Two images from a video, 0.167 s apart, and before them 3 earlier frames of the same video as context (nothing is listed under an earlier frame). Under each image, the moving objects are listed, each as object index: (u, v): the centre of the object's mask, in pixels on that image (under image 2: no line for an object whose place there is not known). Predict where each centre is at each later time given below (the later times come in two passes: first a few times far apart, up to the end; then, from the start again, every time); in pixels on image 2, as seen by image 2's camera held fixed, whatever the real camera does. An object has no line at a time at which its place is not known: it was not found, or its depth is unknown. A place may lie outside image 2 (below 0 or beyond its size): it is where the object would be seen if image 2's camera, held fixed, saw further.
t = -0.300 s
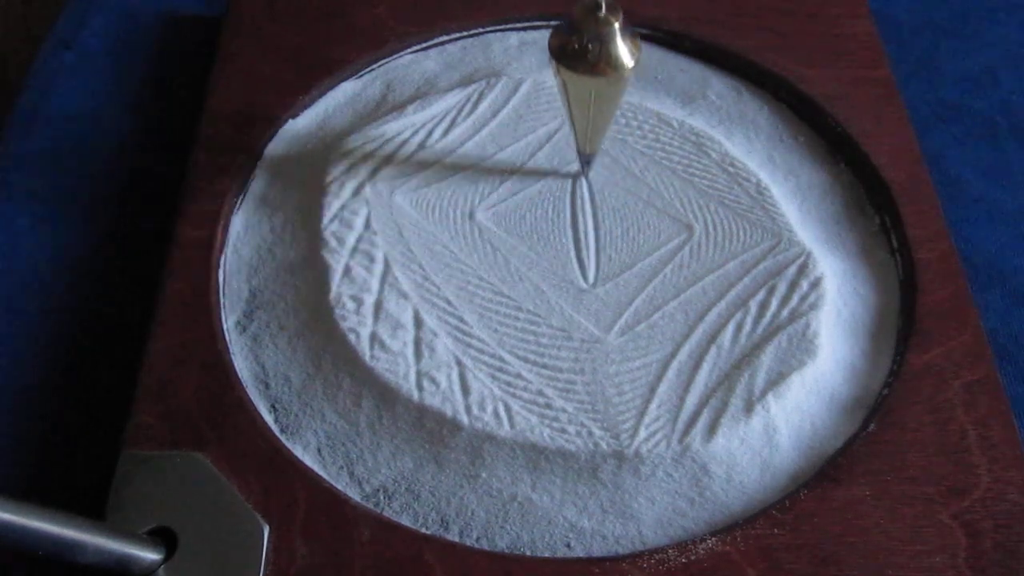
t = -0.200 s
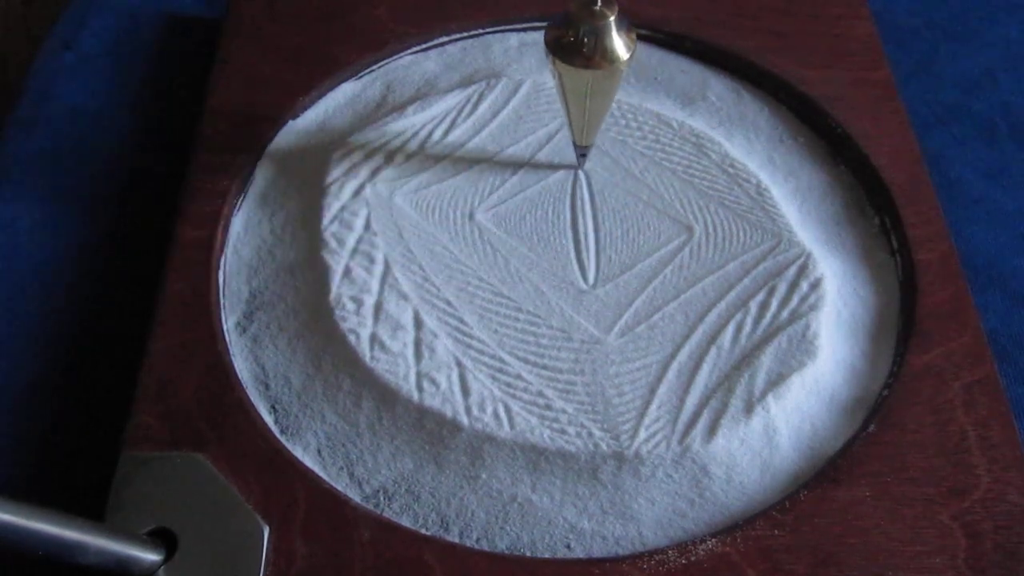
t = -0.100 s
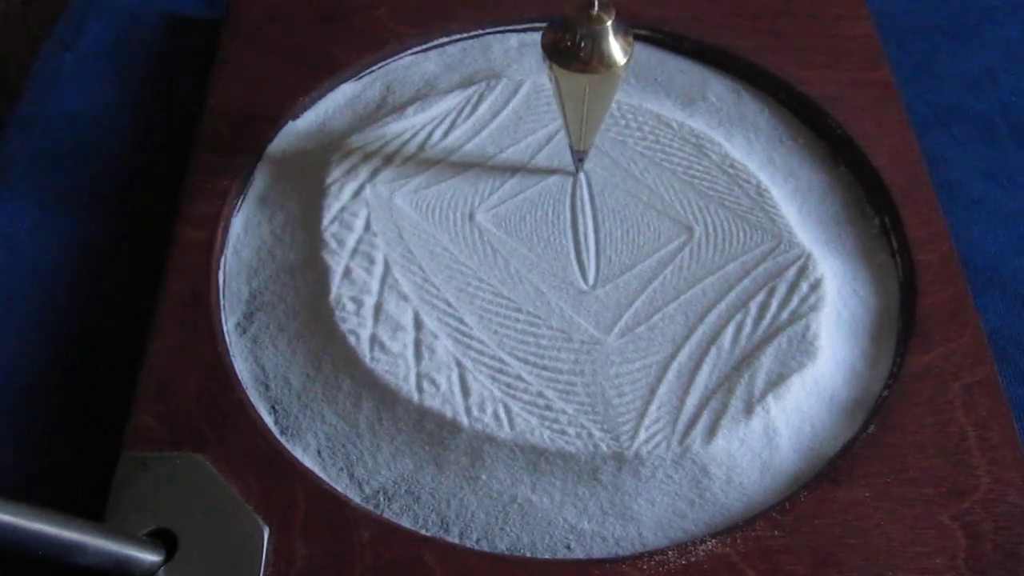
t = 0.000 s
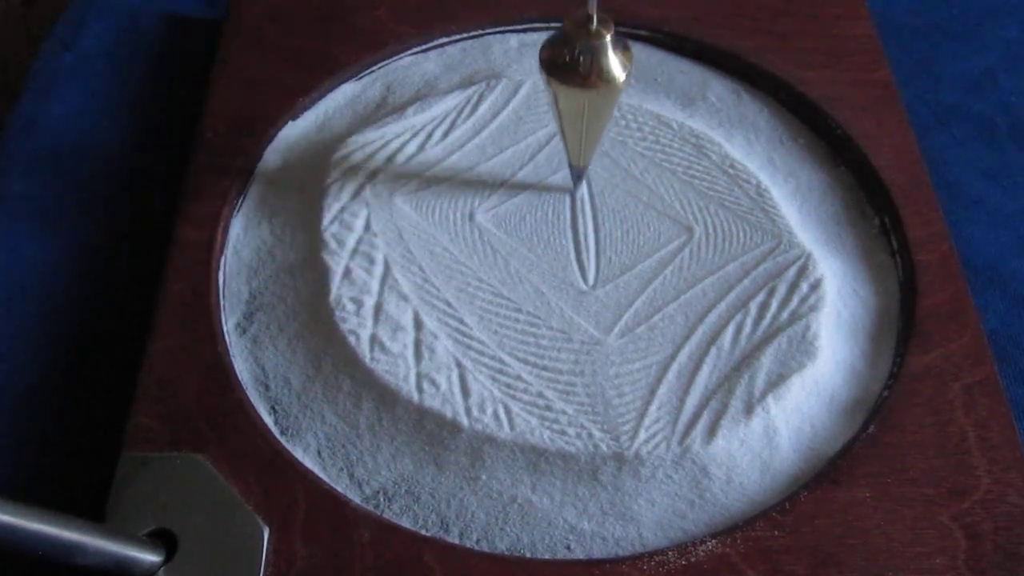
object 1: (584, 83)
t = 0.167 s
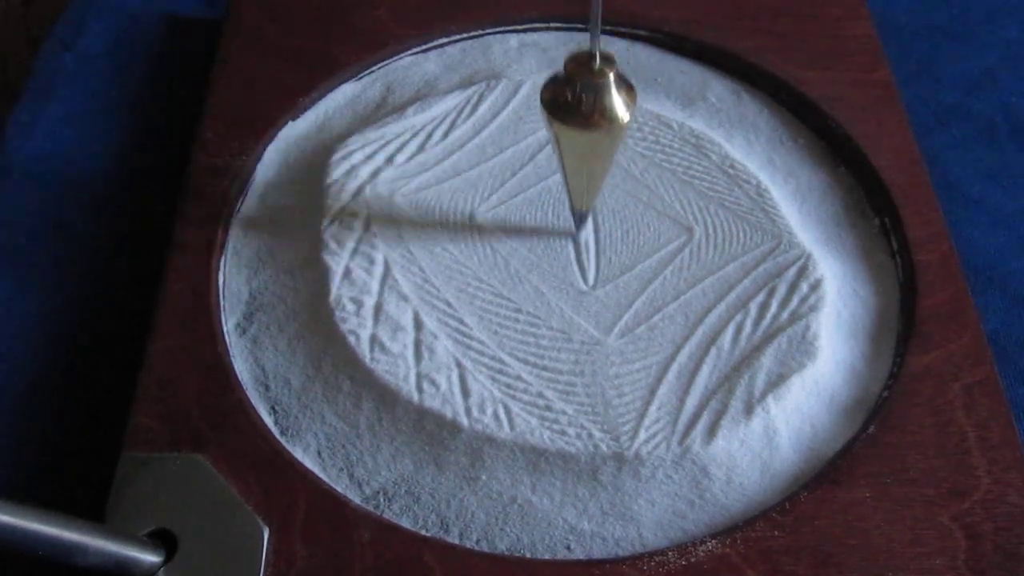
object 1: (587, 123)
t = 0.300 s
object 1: (592, 155)
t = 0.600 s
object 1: (599, 163)
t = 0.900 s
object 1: (592, 107)
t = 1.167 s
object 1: (588, 67)
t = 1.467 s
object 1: (592, 123)
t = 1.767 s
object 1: (598, 172)
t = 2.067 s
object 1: (591, 127)
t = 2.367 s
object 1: (587, 68)
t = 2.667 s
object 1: (594, 97)
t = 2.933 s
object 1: (600, 160)
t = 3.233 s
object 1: (592, 158)
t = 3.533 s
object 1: (584, 86)
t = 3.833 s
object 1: (593, 72)
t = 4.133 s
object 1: (604, 138)
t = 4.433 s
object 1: (594, 168)
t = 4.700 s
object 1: (581, 117)
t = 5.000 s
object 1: (587, 69)
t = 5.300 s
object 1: (605, 104)
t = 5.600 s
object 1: (603, 166)
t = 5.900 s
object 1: (580, 142)
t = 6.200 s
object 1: (579, 78)
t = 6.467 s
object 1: (600, 80)
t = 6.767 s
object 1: (612, 143)
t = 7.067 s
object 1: (588, 162)
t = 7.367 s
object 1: (571, 103)
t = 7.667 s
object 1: (592, 71)
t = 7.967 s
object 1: (616, 119)
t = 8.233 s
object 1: (603, 163)
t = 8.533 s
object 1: (570, 134)
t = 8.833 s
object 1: (577, 76)
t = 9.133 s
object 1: (613, 90)
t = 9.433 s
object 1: (615, 151)
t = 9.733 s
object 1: (576, 151)
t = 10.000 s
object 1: (563, 98)
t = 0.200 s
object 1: (588, 132)
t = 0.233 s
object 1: (589, 140)
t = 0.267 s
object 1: (590, 147)
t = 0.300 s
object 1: (592, 155)
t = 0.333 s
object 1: (593, 161)
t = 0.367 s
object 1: (594, 166)
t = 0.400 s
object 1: (596, 169)
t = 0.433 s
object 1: (597, 171)
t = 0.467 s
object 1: (598, 172)
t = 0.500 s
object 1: (598, 172)
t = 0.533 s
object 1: (599, 170)
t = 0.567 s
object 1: (599, 167)
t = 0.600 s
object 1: (599, 163)
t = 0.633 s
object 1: (599, 159)
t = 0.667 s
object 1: (598, 153)
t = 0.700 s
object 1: (598, 147)
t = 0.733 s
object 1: (597, 141)
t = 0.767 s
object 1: (596, 131)
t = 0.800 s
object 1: (595, 127)
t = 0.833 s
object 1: (594, 120)
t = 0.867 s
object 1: (592, 113)
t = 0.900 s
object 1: (592, 107)
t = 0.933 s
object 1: (591, 102)
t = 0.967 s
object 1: (591, 78)
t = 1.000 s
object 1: (590, 73)
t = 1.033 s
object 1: (589, 69)
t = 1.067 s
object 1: (589, 67)
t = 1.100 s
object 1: (588, 66)
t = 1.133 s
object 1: (588, 66)
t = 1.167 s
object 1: (588, 67)
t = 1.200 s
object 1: (587, 69)
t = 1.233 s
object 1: (587, 71)
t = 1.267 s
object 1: (588, 77)
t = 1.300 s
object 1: (588, 83)
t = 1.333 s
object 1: (589, 90)
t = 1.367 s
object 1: (589, 97)
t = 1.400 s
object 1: (590, 106)
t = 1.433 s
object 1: (591, 114)
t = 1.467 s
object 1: (592, 123)
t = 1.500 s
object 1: (593, 131)
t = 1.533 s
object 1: (594, 139)
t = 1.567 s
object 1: (595, 147)
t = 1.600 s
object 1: (596, 154)
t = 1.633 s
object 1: (597, 160)
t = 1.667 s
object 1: (597, 165)
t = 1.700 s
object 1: (597, 168)
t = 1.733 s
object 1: (598, 171)
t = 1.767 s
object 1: (598, 172)
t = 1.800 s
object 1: (597, 171)
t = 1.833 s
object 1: (597, 169)
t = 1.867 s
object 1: (597, 166)
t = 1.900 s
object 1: (596, 162)
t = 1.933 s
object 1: (595, 156)
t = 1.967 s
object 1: (594, 150)
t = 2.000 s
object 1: (593, 143)
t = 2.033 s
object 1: (592, 136)
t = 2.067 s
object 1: (591, 127)
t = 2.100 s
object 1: (590, 119)
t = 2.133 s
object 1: (589, 112)
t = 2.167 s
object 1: (589, 104)
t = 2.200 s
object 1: (588, 98)
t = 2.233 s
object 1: (587, 94)
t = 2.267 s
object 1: (587, 92)
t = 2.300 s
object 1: (587, 88)
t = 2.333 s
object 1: (587, 80)
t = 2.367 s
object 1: (587, 68)
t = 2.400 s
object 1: (587, 67)
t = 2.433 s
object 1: (588, 67)
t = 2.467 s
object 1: (589, 67)
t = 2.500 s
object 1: (589, 70)
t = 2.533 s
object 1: (590, 72)
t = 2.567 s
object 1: (591, 77)
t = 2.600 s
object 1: (592, 82)
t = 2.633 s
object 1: (593, 89)
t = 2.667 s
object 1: (594, 97)
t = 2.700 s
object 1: (595, 105)
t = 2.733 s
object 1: (597, 113)
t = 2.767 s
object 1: (597, 122)
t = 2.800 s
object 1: (598, 131)
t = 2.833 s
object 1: (599, 139)
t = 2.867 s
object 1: (600, 146)
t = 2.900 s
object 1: (600, 154)
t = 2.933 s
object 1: (600, 160)
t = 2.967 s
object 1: (600, 164)
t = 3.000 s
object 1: (600, 168)
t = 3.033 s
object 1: (599, 170)
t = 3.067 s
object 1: (598, 171)
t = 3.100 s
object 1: (597, 171)
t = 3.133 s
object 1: (596, 169)
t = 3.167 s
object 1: (595, 166)
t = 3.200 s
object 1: (593, 162)
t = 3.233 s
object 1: (592, 158)
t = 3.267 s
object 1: (590, 152)
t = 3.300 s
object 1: (589, 145)
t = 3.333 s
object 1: (588, 138)
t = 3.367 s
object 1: (587, 125)
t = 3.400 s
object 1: (586, 117)
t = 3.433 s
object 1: (585, 108)
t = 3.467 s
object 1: (584, 100)
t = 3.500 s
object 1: (584, 93)
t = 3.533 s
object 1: (584, 86)
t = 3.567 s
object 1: (584, 80)
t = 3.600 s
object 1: (584, 75)
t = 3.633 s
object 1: (585, 71)
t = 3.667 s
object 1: (586, 68)
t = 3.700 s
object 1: (588, 66)
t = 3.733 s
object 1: (589, 66)
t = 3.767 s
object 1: (590, 67)
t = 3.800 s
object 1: (592, 69)
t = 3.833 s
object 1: (593, 72)
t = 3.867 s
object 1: (595, 78)
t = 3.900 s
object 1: (596, 83)
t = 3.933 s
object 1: (598, 90)
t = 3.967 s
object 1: (599, 97)
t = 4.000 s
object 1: (601, 105)
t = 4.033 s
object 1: (602, 113)
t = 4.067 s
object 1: (603, 122)
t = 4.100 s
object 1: (603, 130)
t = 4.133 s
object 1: (604, 138)
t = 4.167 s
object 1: (604, 145)
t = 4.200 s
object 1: (604, 152)
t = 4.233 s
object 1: (603, 158)
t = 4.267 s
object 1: (602, 164)
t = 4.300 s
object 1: (601, 168)
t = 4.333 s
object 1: (600, 170)
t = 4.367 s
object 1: (598, 170)
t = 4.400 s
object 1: (596, 170)
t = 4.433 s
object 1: (594, 168)
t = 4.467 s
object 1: (592, 165)
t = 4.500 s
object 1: (590, 161)
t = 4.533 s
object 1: (588, 158)
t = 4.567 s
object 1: (587, 152)
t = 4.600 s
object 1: (585, 145)
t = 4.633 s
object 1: (583, 138)
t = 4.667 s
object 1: (582, 126)
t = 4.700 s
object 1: (581, 117)
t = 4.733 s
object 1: (580, 109)
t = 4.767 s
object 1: (580, 102)
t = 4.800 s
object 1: (580, 94)
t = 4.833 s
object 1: (580, 87)
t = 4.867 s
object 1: (581, 81)
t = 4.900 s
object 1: (582, 76)
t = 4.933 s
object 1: (583, 73)
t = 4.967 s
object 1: (585, 70)
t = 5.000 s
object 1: (587, 69)
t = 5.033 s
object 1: (589, 68)
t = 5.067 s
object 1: (591, 69)
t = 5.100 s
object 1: (593, 71)
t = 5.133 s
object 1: (595, 74)
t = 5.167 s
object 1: (597, 79)
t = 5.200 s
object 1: (599, 84)
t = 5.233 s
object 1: (601, 90)
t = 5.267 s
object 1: (603, 97)
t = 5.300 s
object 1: (605, 104)
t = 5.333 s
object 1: (606, 112)
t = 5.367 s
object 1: (607, 120)
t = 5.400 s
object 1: (608, 129)
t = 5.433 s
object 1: (608, 136)
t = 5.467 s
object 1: (608, 143)
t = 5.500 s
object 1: (607, 150)
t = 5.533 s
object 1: (606, 156)
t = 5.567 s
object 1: (605, 162)
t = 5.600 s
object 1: (603, 166)
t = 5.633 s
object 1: (600, 168)
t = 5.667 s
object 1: (598, 169)
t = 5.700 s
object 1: (595, 169)
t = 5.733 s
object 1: (593, 167)
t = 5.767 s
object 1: (590, 164)
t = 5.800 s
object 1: (587, 160)
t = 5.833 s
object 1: (585, 154)
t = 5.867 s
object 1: (582, 149)
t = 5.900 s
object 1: (580, 142)
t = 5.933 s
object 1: (578, 134)
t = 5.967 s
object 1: (577, 126)
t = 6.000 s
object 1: (576, 118)
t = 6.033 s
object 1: (575, 110)
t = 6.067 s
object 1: (575, 102)
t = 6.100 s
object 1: (575, 95)
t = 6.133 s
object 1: (576, 88)
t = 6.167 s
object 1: (577, 83)
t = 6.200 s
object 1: (579, 78)
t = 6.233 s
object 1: (581, 74)
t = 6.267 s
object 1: (583, 72)
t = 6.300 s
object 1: (586, 69)
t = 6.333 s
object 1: (589, 69)
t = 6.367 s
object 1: (591, 70)
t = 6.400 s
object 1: (594, 72)
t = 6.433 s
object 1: (597, 75)
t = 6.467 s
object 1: (600, 80)
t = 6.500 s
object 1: (603, 84)
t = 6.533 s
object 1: (605, 91)
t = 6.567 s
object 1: (607, 97)
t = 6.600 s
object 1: (609, 105)
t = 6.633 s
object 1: (611, 112)
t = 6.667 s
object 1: (612, 120)
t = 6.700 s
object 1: (612, 128)
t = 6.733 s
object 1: (612, 135)
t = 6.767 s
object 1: (612, 143)
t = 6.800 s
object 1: (611, 149)
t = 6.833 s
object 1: (609, 155)
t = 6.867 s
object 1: (607, 160)
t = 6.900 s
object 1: (605, 163)
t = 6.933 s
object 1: (601, 166)
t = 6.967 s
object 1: (598, 167)
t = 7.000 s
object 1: (595, 167)
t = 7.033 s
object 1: (591, 166)
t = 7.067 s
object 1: (588, 162)
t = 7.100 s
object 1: (584, 158)
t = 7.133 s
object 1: (581, 153)
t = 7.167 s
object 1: (578, 148)
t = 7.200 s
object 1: (576, 142)
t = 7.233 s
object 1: (574, 134)
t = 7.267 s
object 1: (572, 127)
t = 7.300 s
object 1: (571, 119)
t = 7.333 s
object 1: (570, 111)
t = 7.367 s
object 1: (571, 103)
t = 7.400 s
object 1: (571, 97)
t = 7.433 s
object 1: (573, 90)
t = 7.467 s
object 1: (574, 84)
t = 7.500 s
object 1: (576, 79)
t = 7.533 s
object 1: (579, 75)
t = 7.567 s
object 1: (582, 71)
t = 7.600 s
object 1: (585, 71)
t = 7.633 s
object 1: (589, 69)
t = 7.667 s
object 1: (592, 71)
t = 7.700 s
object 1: (596, 72)
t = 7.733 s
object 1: (599, 76)
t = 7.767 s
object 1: (602, 80)
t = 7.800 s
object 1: (606, 84)
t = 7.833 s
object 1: (609, 90)
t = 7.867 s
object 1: (611, 97)
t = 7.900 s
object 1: (614, 104)
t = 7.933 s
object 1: (615, 112)
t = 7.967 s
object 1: (616, 119)
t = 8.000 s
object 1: (617, 127)
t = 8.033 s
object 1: (616, 134)
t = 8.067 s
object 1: (616, 141)
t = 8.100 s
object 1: (614, 147)
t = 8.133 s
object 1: (612, 153)
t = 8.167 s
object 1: (609, 157)
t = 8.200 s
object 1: (606, 161)
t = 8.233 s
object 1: (603, 163)
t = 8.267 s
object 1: (599, 165)
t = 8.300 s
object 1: (595, 165)
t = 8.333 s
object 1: (590, 164)
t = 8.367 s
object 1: (586, 161)
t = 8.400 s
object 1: (582, 157)
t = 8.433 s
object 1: (579, 152)
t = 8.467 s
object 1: (575, 146)
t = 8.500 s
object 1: (572, 140)
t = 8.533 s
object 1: (570, 134)
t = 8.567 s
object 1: (568, 127)
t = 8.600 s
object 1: (567, 119)
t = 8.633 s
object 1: (566, 112)
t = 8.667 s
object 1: (566, 104)
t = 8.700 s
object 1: (567, 98)
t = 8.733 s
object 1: (569, 91)
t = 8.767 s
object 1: (571, 86)
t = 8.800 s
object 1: (574, 80)
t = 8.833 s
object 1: (577, 76)
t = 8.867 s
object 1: (581, 74)
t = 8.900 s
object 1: (584, 72)
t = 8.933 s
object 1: (589, 71)
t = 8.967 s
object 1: (593, 72)
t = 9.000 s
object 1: (597, 73)
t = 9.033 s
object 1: (601, 77)
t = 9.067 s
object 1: (605, 80)
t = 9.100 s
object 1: (609, 84)
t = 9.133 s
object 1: (613, 90)
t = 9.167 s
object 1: (616, 97)
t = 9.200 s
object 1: (618, 103)
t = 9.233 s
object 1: (620, 111)
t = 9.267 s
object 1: (621, 118)
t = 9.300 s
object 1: (621, 126)
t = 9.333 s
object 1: (621, 133)
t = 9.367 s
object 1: (620, 139)
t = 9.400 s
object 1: (617, 146)
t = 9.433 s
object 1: (615, 151)
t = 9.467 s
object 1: (612, 156)
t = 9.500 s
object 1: (608, 160)
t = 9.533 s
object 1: (604, 162)
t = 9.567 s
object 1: (599, 162)
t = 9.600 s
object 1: (594, 162)
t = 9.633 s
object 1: (589, 161)
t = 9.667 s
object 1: (584, 160)
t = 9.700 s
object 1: (580, 156)
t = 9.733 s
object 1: (576, 151)
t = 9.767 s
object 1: (572, 145)
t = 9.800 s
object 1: (569, 139)
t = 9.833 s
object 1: (566, 133)
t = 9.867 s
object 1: (564, 126)
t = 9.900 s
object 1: (563, 119)
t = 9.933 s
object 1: (562, 112)
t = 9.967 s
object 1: (562, 105)
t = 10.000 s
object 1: (563, 98)
